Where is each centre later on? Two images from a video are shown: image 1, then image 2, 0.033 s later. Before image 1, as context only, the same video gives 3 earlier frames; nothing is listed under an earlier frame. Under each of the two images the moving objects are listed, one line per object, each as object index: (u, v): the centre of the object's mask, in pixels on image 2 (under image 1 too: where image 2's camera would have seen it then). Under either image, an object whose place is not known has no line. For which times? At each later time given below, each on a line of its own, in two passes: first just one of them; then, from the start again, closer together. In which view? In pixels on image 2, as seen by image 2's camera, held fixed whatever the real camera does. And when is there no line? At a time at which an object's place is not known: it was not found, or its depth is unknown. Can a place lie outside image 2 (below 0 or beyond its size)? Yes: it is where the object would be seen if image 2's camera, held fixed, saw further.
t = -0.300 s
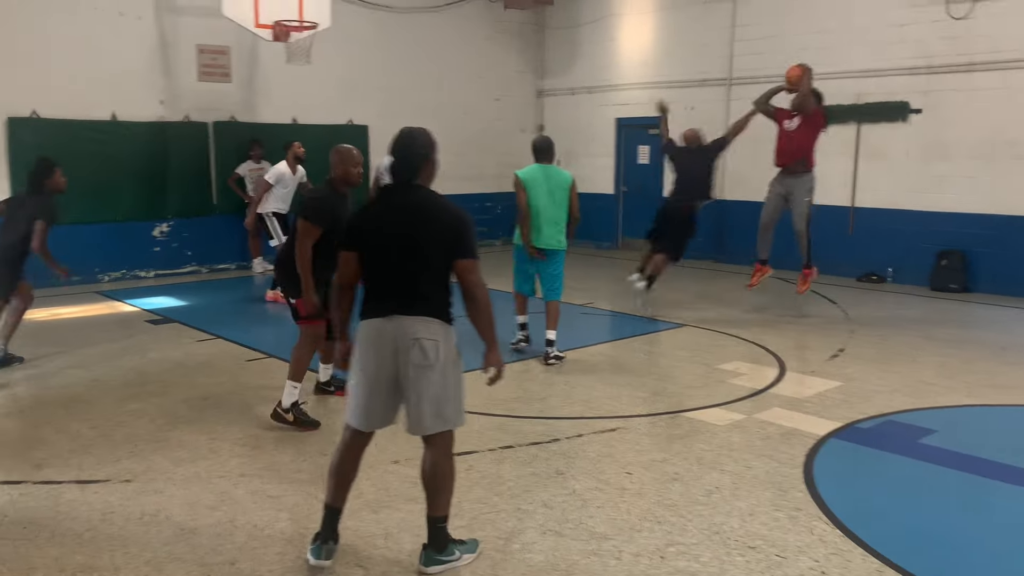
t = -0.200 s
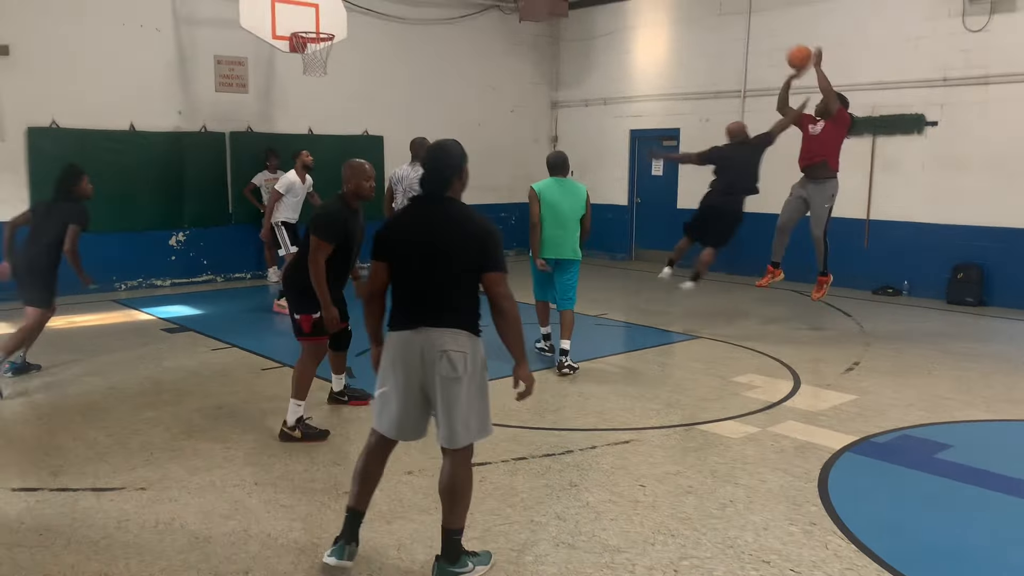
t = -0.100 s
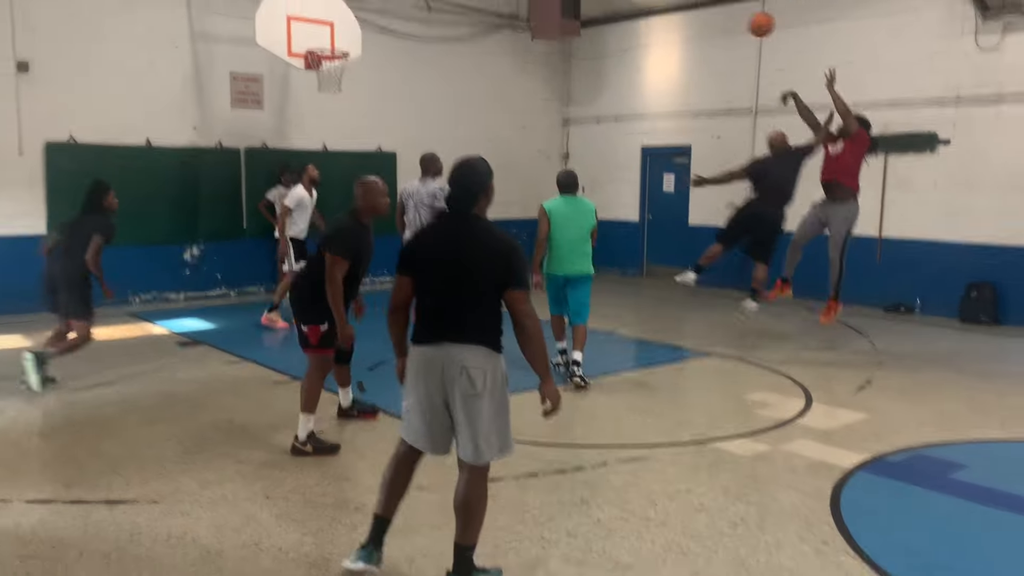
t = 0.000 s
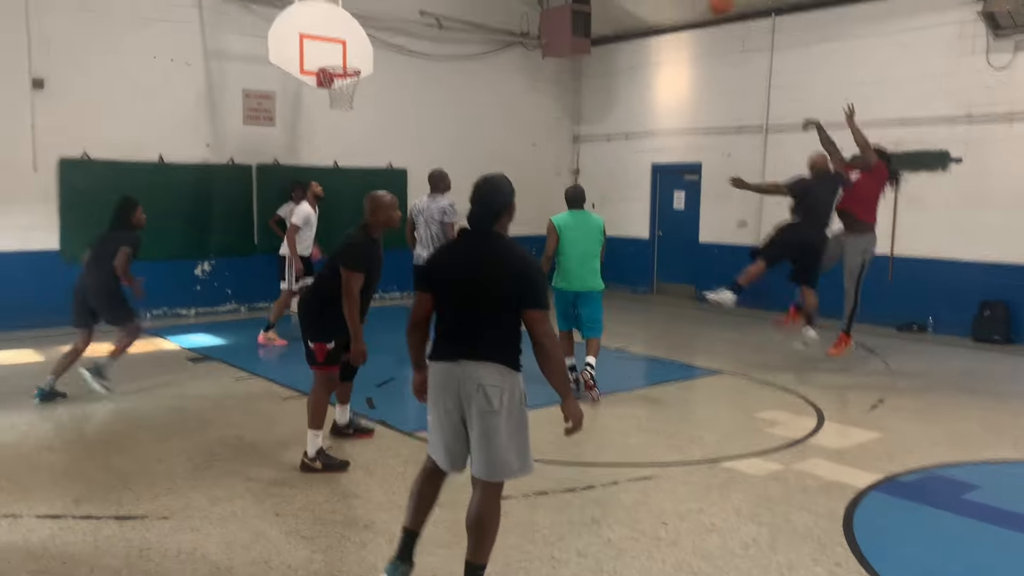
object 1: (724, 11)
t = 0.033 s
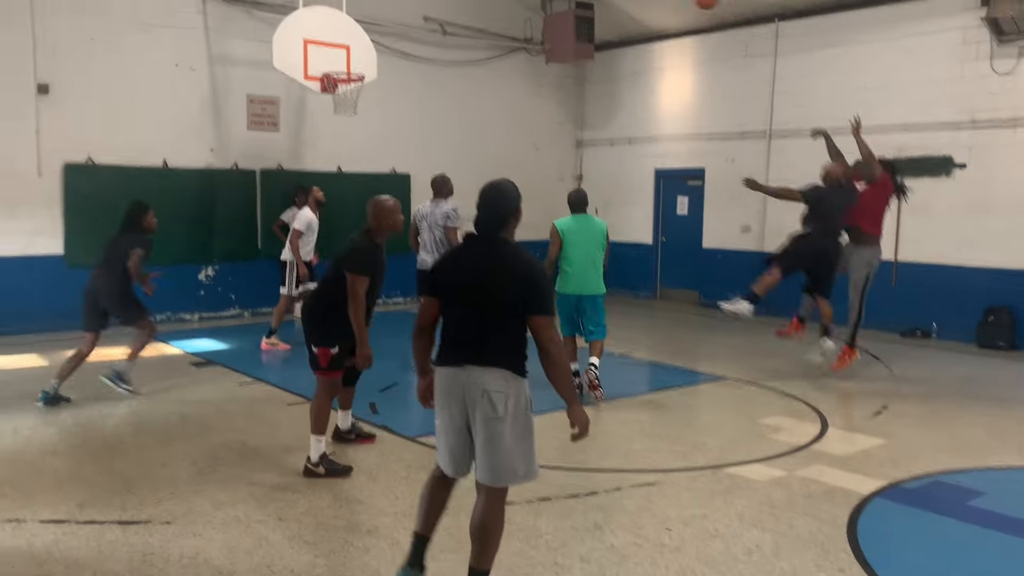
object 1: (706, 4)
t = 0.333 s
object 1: (567, -34)
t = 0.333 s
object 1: (567, -34)
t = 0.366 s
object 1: (552, -36)
